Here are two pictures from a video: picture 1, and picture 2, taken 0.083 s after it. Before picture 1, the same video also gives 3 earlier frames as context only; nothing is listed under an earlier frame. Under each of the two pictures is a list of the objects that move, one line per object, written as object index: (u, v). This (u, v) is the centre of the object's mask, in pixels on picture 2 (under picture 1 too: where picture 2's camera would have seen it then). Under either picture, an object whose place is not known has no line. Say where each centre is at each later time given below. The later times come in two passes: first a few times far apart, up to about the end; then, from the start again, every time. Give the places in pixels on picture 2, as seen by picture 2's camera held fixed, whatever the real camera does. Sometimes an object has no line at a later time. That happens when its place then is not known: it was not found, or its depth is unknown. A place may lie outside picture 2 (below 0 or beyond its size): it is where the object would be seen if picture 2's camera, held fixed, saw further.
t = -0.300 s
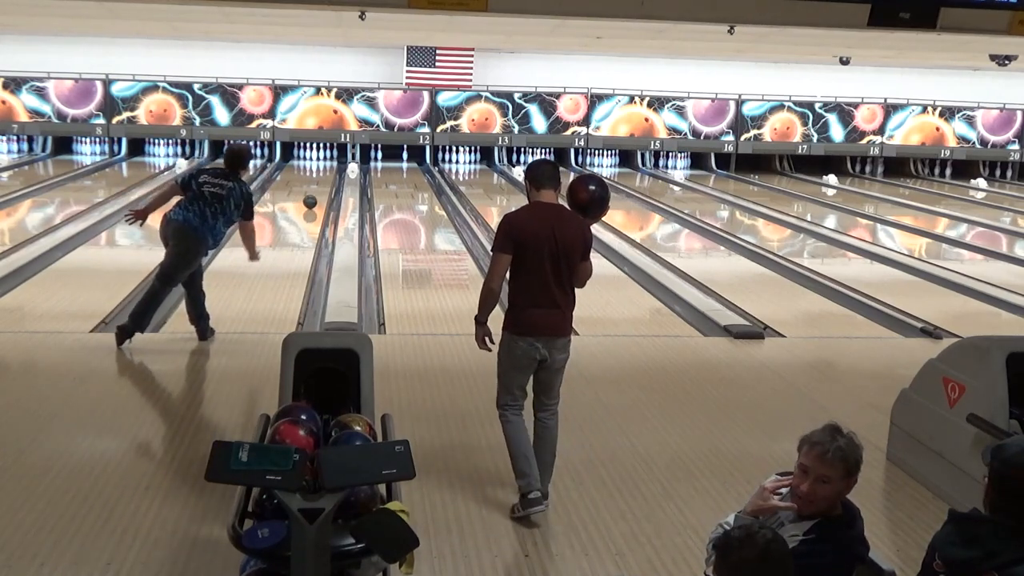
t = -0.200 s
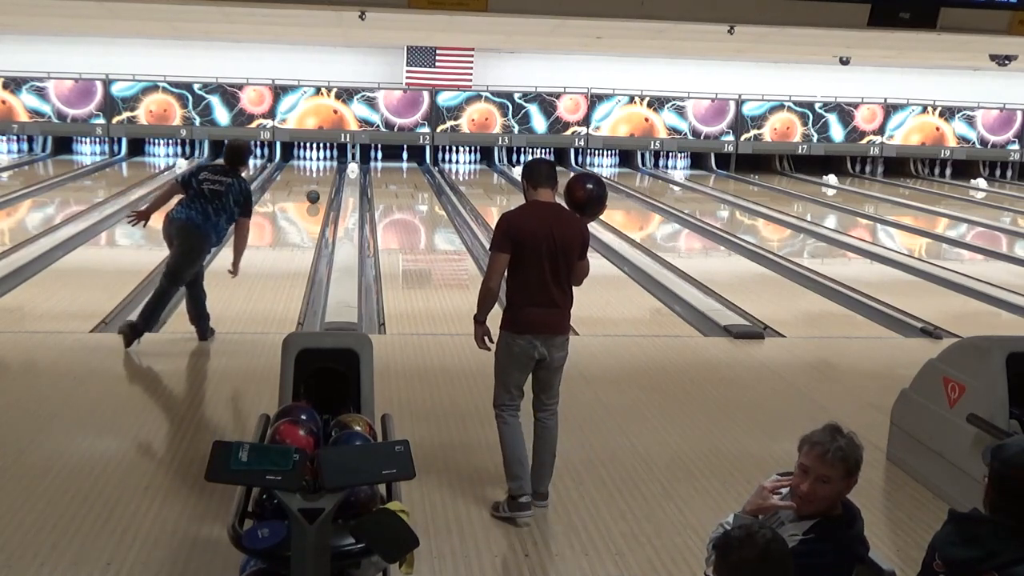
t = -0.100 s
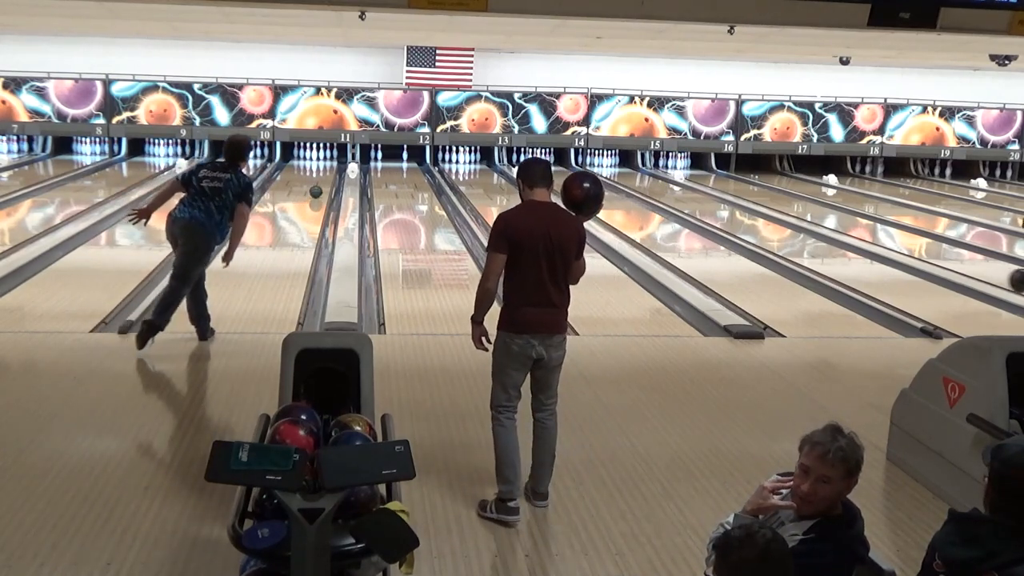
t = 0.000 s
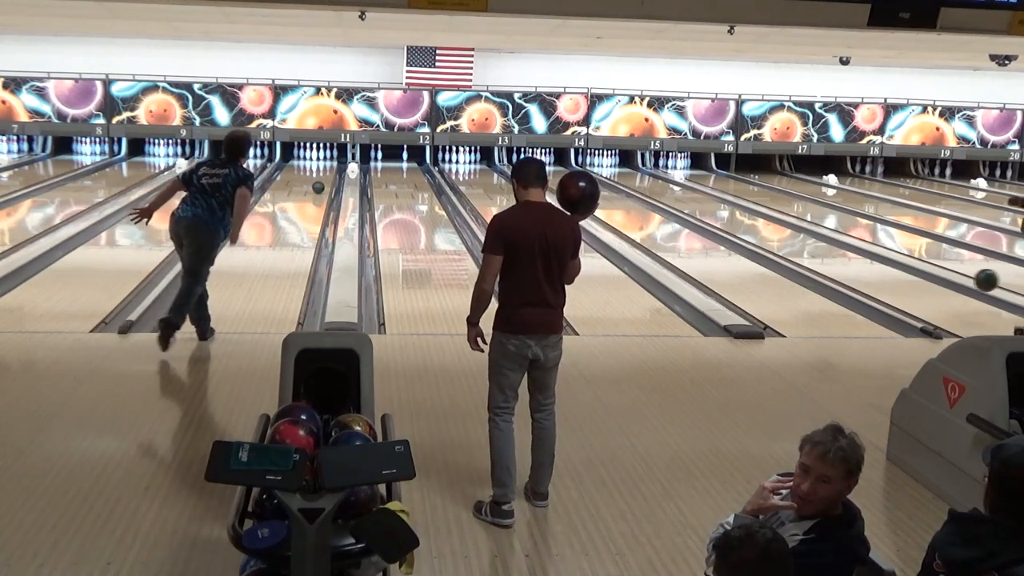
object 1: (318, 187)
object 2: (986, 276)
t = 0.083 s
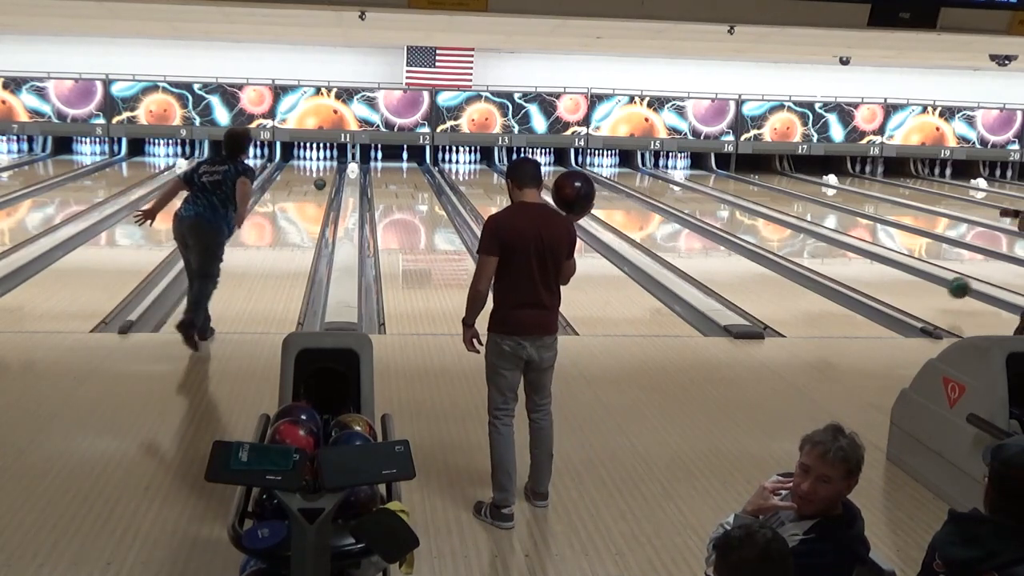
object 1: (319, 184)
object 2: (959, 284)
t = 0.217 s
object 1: (322, 179)
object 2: (921, 283)
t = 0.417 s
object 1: (324, 172)
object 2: (875, 264)
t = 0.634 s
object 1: (324, 166)
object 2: (834, 248)
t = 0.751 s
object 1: (324, 164)
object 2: (816, 239)
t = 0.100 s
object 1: (320, 183)
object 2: (953, 287)
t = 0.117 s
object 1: (320, 183)
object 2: (948, 290)
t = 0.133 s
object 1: (320, 182)
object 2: (942, 292)
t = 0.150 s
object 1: (321, 181)
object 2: (938, 291)
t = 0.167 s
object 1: (321, 181)
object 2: (934, 288)
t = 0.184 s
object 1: (321, 180)
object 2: (929, 287)
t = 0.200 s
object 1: (321, 180)
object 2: (925, 284)
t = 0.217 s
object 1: (322, 179)
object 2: (921, 283)
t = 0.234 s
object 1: (322, 178)
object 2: (917, 282)
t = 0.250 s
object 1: (322, 178)
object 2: (913, 280)
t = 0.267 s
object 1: (322, 177)
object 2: (909, 278)
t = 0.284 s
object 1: (322, 177)
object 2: (905, 277)
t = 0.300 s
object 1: (323, 176)
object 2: (901, 275)
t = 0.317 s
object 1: (323, 175)
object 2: (897, 273)
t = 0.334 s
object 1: (323, 175)
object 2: (893, 272)
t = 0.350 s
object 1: (323, 175)
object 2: (889, 270)
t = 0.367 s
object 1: (324, 174)
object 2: (885, 268)
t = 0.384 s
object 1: (324, 173)
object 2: (882, 267)
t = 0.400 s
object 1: (324, 173)
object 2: (879, 265)
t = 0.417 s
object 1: (324, 172)
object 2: (875, 264)
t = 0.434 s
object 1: (324, 172)
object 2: (872, 262)
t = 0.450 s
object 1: (324, 171)
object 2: (869, 261)
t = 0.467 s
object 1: (324, 171)
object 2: (865, 260)
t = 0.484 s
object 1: (324, 170)
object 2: (862, 258)
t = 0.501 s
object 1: (324, 170)
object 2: (859, 257)
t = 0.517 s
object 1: (324, 169)
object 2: (856, 256)
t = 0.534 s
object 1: (324, 169)
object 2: (852, 254)
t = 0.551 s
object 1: (324, 168)
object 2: (849, 254)
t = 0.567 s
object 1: (324, 168)
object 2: (846, 252)
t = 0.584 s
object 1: (324, 167)
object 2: (843, 251)
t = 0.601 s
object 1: (324, 167)
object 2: (840, 250)
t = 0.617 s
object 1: (324, 167)
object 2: (838, 249)
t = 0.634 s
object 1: (324, 166)
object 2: (834, 248)
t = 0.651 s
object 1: (324, 166)
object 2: (831, 247)
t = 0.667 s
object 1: (324, 165)
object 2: (829, 245)
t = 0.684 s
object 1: (324, 165)
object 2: (826, 243)
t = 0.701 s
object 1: (324, 164)
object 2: (823, 243)
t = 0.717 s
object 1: (324, 164)
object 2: (821, 242)
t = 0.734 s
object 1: (324, 164)
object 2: (818, 240)
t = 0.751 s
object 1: (324, 164)
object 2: (816, 239)
